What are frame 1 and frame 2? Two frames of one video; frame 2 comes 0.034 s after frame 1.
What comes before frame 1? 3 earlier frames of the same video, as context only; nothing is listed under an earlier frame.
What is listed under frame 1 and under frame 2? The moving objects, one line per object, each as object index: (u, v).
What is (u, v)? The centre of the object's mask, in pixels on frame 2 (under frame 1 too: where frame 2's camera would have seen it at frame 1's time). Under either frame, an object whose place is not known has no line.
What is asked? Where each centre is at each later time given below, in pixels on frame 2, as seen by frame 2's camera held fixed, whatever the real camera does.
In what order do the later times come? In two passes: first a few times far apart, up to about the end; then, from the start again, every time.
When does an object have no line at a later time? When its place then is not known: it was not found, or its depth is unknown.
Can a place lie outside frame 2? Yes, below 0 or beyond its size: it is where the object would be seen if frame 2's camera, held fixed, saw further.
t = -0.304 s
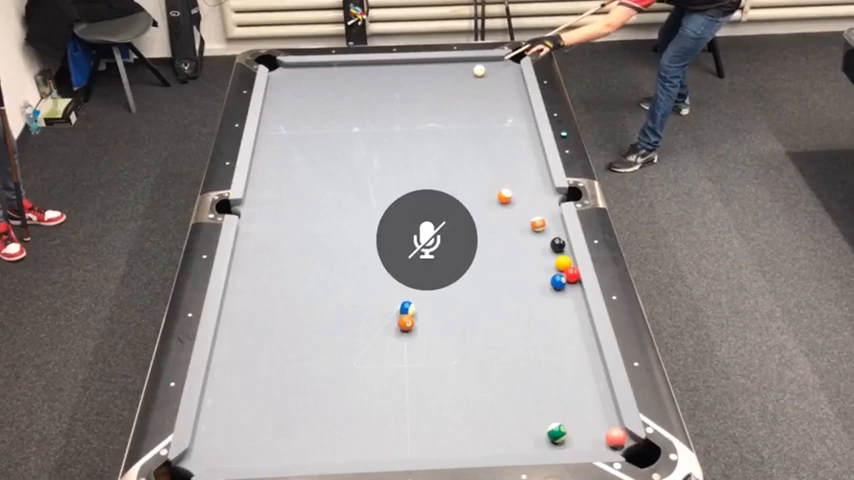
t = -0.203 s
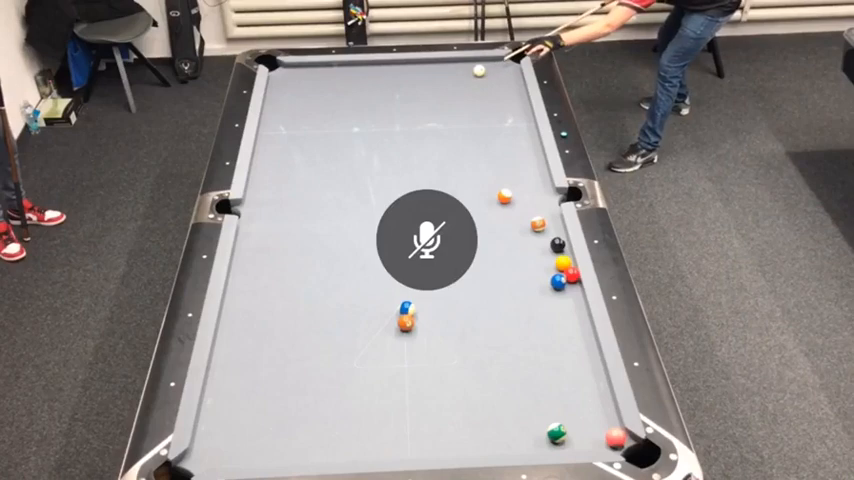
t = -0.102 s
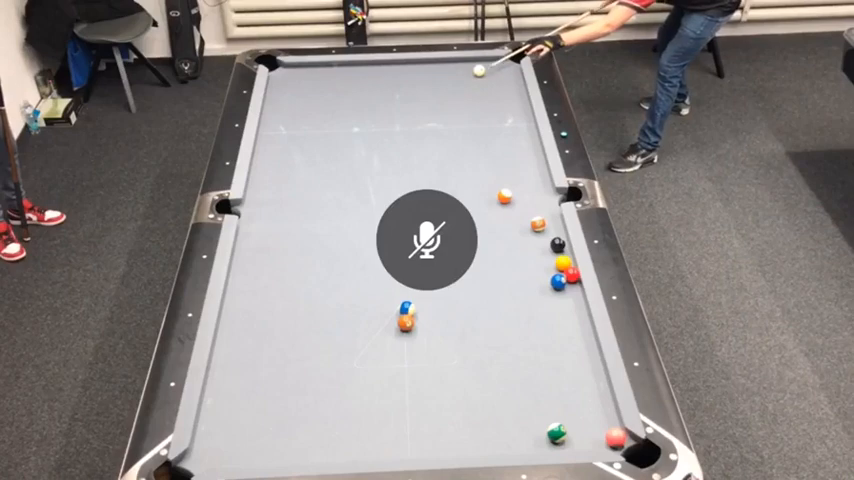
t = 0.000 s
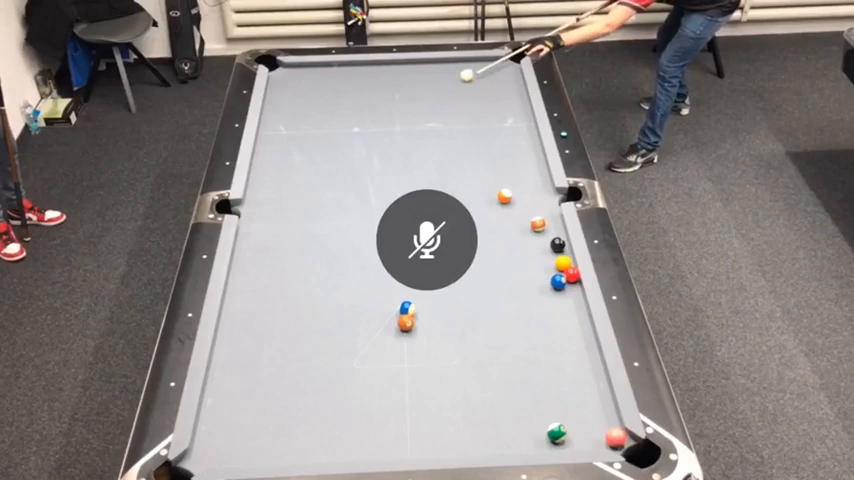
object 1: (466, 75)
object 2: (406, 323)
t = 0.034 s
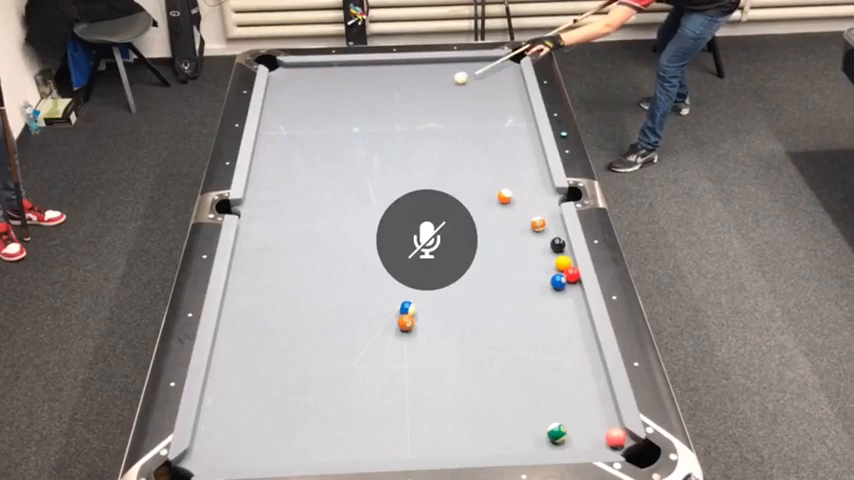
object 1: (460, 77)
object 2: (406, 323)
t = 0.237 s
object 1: (426, 92)
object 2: (406, 323)
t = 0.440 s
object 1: (393, 106)
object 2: (406, 323)
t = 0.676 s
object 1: (352, 123)
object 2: (406, 323)
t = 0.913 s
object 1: (310, 141)
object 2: (406, 323)
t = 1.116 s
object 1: (272, 156)
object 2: (406, 323)
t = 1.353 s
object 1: (270, 175)
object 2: (406, 323)
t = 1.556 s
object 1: (287, 190)
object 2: (406, 323)
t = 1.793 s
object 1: (308, 209)
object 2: (406, 323)
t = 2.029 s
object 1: (333, 230)
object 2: (406, 322)
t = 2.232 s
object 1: (352, 247)
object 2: (406, 323)
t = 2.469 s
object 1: (374, 267)
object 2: (406, 322)
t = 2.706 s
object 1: (396, 289)
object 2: (406, 322)
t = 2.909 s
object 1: (419, 300)
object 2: (405, 325)
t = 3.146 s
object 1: (448, 306)
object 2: (405, 335)
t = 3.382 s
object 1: (475, 312)
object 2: (405, 343)
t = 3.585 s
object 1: (498, 317)
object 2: (405, 350)
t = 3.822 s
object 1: (524, 323)
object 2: (405, 358)
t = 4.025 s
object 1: (546, 328)
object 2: (404, 364)
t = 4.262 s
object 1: (575, 334)
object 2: (403, 372)
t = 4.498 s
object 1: (582, 337)
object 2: (402, 376)
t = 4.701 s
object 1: (572, 339)
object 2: (401, 381)
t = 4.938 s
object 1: (562, 340)
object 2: (400, 385)
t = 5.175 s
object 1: (553, 342)
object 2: (399, 388)
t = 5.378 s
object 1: (546, 344)
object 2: (399, 389)
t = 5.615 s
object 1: (539, 345)
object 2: (399, 391)
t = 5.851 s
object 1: (533, 346)
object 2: (399, 392)
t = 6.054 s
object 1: (529, 347)
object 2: (399, 392)
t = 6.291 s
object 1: (524, 347)
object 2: (399, 392)
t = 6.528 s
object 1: (521, 348)
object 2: (399, 392)
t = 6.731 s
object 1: (519, 348)
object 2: (399, 392)
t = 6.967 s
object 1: (518, 348)
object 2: (399, 392)
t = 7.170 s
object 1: (518, 348)
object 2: (399, 392)
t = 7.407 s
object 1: (518, 348)
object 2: (399, 392)
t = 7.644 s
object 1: (518, 349)
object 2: (399, 392)
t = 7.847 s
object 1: (518, 348)
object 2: (399, 392)
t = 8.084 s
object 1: (518, 349)
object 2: (399, 392)
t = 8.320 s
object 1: (518, 349)
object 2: (399, 392)
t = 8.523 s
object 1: (518, 349)
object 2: (399, 392)
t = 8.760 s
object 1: (518, 349)
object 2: (399, 392)
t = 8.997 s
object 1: (518, 349)
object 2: (399, 392)
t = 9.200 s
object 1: (518, 348)
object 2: (399, 392)
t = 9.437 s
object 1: (518, 348)
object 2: (399, 392)
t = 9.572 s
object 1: (518, 348)
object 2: (399, 393)
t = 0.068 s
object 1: (454, 80)
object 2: (406, 323)
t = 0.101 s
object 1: (448, 82)
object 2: (406, 323)
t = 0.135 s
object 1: (443, 85)
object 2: (406, 323)
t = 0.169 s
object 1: (437, 87)
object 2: (406, 323)
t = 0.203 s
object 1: (432, 90)
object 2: (406, 323)
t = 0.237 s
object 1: (426, 92)
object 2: (406, 323)
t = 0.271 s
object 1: (421, 94)
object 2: (406, 323)
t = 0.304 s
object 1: (415, 97)
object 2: (406, 323)
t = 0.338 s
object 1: (410, 99)
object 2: (406, 323)
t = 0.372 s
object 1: (404, 101)
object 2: (406, 323)
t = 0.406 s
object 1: (398, 104)
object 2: (406, 323)
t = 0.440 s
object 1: (393, 106)
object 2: (406, 323)
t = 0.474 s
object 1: (387, 109)
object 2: (406, 323)
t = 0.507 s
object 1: (381, 111)
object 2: (406, 323)
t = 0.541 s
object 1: (375, 113)
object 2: (406, 323)
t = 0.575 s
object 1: (370, 116)
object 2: (406, 323)
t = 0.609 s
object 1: (364, 118)
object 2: (406, 323)
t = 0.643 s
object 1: (358, 121)
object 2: (406, 323)
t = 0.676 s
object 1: (352, 123)
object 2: (406, 323)
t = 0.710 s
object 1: (346, 126)
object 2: (406, 323)
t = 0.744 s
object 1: (340, 128)
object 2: (406, 323)
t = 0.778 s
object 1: (334, 131)
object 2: (406, 323)
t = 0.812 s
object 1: (328, 133)
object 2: (406, 323)
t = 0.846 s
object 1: (322, 136)
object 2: (406, 323)
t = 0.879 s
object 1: (316, 138)
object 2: (406, 323)
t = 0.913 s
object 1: (310, 141)
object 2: (406, 323)
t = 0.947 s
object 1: (304, 143)
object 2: (406, 323)
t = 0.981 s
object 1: (297, 146)
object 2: (406, 323)
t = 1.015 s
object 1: (291, 149)
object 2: (406, 323)
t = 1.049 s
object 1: (284, 151)
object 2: (406, 323)
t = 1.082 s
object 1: (279, 154)
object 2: (406, 323)
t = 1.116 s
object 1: (272, 156)
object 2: (406, 323)
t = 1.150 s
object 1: (266, 159)
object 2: (406, 323)
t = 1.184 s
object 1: (260, 162)
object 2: (406, 323)
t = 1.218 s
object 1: (257, 165)
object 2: (406, 323)
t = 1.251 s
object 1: (261, 167)
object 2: (406, 323)
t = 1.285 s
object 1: (265, 170)
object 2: (406, 323)
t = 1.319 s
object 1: (267, 172)
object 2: (406, 323)
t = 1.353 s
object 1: (270, 175)
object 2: (406, 323)
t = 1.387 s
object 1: (273, 177)
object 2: (406, 323)
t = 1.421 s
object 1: (276, 180)
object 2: (406, 323)
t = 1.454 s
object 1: (279, 182)
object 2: (406, 323)
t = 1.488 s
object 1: (282, 185)
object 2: (406, 323)
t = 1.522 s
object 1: (284, 187)
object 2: (406, 323)
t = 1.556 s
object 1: (287, 190)
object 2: (406, 323)
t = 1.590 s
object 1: (290, 193)
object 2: (406, 323)
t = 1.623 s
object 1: (293, 195)
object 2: (406, 323)
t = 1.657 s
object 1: (296, 198)
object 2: (406, 323)
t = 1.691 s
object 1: (299, 200)
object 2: (406, 323)
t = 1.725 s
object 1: (302, 203)
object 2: (406, 323)
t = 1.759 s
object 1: (305, 206)
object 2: (406, 323)
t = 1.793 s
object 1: (308, 209)
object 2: (406, 323)
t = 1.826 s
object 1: (311, 211)
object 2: (406, 323)
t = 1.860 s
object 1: (314, 214)
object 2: (406, 323)
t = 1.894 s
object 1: (317, 216)
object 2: (406, 323)
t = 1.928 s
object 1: (320, 219)
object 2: (406, 323)
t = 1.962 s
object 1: (323, 222)
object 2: (406, 323)
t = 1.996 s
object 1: (330, 228)
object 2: (406, 322)
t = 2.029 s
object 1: (333, 230)
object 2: (406, 322)
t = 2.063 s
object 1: (336, 233)
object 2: (406, 323)
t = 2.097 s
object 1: (339, 236)
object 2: (406, 322)
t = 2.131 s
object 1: (342, 239)
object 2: (406, 323)
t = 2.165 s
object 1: (345, 242)
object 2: (406, 323)
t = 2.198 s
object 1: (348, 244)
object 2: (406, 323)
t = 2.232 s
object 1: (352, 247)
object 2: (406, 323)
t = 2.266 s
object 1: (354, 250)
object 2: (406, 323)
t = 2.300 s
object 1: (358, 253)
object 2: (406, 323)
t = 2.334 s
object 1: (361, 256)
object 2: (406, 323)
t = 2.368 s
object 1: (364, 259)
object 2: (406, 323)
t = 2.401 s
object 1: (367, 261)
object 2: (406, 323)
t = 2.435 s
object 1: (370, 265)
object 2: (406, 323)
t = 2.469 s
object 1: (374, 267)
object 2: (406, 322)
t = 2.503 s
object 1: (377, 270)
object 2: (406, 322)
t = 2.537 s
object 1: (380, 274)
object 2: (406, 322)
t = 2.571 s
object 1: (383, 277)
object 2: (406, 322)
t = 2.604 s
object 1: (386, 281)
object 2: (406, 322)
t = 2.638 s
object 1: (390, 283)
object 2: (406, 322)
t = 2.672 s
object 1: (393, 286)
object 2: (406, 322)
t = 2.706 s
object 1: (396, 289)
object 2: (406, 322)
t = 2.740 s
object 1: (400, 291)
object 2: (406, 322)
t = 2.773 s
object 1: (403, 294)
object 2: (406, 322)
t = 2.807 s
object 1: (408, 295)
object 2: (406, 322)
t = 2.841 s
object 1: (411, 297)
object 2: (406, 323)
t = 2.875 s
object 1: (416, 299)
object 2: (405, 323)
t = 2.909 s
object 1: (419, 300)
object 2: (405, 325)
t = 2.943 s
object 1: (423, 301)
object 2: (406, 326)
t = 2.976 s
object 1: (427, 302)
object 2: (405, 327)
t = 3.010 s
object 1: (432, 303)
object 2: (406, 329)
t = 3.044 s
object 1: (436, 304)
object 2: (406, 330)
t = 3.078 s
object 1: (440, 305)
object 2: (405, 331)
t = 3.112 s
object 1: (444, 306)
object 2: (405, 333)
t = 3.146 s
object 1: (448, 306)
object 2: (405, 335)
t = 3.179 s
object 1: (451, 307)
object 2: (405, 336)
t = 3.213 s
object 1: (455, 308)
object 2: (405, 337)
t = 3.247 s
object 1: (459, 309)
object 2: (405, 339)
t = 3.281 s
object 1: (463, 309)
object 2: (405, 340)
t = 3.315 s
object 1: (467, 310)
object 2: (405, 341)
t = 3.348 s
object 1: (471, 311)
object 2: (405, 342)
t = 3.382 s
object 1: (475, 312)
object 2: (405, 343)
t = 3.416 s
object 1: (479, 313)
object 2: (405, 344)
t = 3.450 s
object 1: (483, 314)
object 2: (405, 346)
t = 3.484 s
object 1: (486, 314)
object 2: (405, 347)
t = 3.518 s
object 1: (490, 315)
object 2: (405, 348)
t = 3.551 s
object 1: (494, 316)
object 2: (405, 349)
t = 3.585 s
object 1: (498, 317)
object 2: (405, 350)
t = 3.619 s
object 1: (501, 318)
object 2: (404, 352)
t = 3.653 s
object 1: (505, 319)
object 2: (405, 353)
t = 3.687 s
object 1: (509, 319)
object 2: (404, 354)
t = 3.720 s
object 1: (513, 320)
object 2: (404, 355)
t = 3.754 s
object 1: (517, 321)
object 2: (404, 356)
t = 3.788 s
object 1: (520, 322)
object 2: (405, 357)
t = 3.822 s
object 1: (524, 323)
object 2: (405, 358)
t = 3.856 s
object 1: (528, 324)
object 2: (405, 359)
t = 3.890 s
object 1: (532, 324)
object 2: (404, 360)
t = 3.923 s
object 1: (536, 325)
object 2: (404, 361)
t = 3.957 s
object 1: (539, 326)
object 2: (404, 362)
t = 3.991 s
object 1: (542, 327)
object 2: (404, 363)
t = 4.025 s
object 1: (546, 328)
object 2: (404, 364)
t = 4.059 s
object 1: (550, 328)
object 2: (404, 365)
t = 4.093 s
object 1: (554, 329)
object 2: (404, 366)
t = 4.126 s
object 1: (558, 330)
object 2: (403, 366)
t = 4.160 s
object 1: (561, 330)
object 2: (403, 368)
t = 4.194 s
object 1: (564, 331)
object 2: (403, 368)
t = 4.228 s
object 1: (572, 333)
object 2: (403, 370)
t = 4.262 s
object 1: (575, 334)
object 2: (403, 372)
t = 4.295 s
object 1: (579, 335)
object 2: (403, 372)
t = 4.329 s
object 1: (582, 335)
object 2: (403, 373)
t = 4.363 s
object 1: (586, 336)
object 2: (403, 374)
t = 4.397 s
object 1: (588, 336)
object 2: (403, 375)
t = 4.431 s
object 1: (585, 337)
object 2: (402, 375)
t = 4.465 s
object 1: (584, 337)
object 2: (402, 376)
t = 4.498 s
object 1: (582, 337)
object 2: (402, 376)
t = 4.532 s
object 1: (580, 338)
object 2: (402, 378)
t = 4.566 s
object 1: (579, 338)
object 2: (402, 378)
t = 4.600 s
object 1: (577, 338)
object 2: (402, 379)
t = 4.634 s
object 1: (575, 338)
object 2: (401, 380)
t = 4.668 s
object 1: (574, 338)
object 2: (401, 380)
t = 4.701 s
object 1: (572, 339)
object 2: (401, 381)
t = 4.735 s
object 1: (571, 339)
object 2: (401, 382)
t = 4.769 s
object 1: (569, 339)
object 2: (400, 383)
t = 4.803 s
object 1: (568, 340)
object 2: (400, 383)
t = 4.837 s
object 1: (566, 340)
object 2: (400, 384)
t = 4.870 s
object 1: (565, 340)
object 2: (400, 384)
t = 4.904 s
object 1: (563, 340)
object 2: (400, 384)
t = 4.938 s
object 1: (562, 340)
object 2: (400, 385)
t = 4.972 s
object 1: (561, 341)
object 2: (400, 385)
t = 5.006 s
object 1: (559, 341)
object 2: (400, 386)
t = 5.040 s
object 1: (558, 341)
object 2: (400, 386)
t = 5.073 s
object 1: (557, 341)
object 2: (400, 387)
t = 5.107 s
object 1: (556, 342)
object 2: (400, 387)
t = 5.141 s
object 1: (554, 342)
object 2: (399, 387)
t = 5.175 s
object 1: (553, 342)
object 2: (399, 388)
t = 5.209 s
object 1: (552, 342)
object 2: (399, 388)
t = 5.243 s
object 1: (550, 342)
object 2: (399, 388)
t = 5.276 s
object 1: (549, 343)
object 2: (399, 389)
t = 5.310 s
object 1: (548, 343)
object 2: (399, 389)
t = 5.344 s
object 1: (547, 343)
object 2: (399, 389)
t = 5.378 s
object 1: (546, 344)
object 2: (399, 389)
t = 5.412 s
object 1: (545, 344)
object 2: (399, 390)
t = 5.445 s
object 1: (544, 344)
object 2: (399, 390)
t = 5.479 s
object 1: (543, 344)
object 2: (399, 390)
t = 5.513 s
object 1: (542, 344)
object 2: (399, 390)
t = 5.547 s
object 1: (541, 344)
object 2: (399, 391)
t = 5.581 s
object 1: (540, 344)
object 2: (399, 391)
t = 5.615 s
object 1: (539, 345)
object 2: (399, 391)
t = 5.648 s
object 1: (538, 345)
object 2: (399, 392)
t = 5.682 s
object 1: (537, 345)
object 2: (399, 392)
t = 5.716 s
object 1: (536, 345)
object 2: (399, 392)
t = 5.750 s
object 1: (535, 345)
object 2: (399, 392)
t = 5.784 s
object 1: (534, 346)
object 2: (399, 392)
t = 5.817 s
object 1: (534, 346)
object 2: (399, 392)
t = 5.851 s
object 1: (533, 346)
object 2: (399, 392)
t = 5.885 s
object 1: (532, 346)
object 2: (399, 392)
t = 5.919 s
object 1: (531, 346)
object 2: (399, 392)
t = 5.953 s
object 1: (530, 346)
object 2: (399, 392)
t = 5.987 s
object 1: (530, 347)
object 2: (399, 392)
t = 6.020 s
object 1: (529, 347)
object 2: (399, 392)
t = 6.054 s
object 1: (529, 347)
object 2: (399, 392)
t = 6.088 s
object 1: (528, 347)
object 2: (399, 392)
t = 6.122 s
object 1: (527, 347)
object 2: (399, 392)
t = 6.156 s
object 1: (527, 347)
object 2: (399, 392)
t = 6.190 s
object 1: (526, 347)
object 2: (399, 392)
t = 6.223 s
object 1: (525, 347)
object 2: (399, 392)
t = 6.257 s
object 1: (525, 347)
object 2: (399, 392)
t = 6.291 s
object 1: (524, 347)
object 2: (399, 392)
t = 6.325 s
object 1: (524, 347)
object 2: (399, 392)
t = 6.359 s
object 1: (523, 347)
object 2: (399, 392)
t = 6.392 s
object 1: (523, 347)
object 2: (399, 392)
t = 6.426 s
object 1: (522, 348)
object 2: (399, 392)
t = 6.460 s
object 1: (521, 348)
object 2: (399, 392)
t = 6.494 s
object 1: (521, 348)
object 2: (399, 392)
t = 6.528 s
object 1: (521, 348)
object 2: (399, 392)
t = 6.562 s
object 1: (520, 348)
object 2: (399, 392)
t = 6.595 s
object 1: (520, 348)
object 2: (399, 392)
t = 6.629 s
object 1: (519, 348)
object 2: (399, 392)
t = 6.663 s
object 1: (519, 348)
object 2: (399, 392)
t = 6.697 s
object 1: (519, 348)
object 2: (399, 392)
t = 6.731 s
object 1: (519, 348)
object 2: (399, 392)
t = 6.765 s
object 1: (519, 348)
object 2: (399, 392)
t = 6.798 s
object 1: (518, 348)
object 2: (399, 392)
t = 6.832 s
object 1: (518, 348)
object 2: (399, 392)
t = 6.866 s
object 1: (518, 348)
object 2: (399, 392)
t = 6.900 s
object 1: (518, 348)
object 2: (399, 392)
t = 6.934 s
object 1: (518, 349)
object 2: (399, 392)
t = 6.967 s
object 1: (518, 348)
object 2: (399, 392)
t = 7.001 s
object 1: (518, 349)
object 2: (399, 392)
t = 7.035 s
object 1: (518, 349)
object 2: (399, 392)
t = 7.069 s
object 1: (518, 349)
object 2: (399, 392)
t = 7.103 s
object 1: (518, 348)
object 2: (399, 392)
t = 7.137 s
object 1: (518, 348)
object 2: (399, 392)
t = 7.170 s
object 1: (518, 348)
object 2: (399, 392)
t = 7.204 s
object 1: (518, 348)
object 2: (399, 392)
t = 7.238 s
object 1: (518, 348)
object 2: (399, 392)
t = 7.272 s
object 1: (518, 348)
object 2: (399, 392)
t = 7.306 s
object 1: (518, 348)
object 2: (399, 392)
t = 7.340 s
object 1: (518, 348)
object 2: (399, 392)
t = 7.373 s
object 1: (518, 349)
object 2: (399, 392)
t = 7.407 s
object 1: (518, 348)
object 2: (399, 392)
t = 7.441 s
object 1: (518, 348)
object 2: (399, 392)
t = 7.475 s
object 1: (518, 349)
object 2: (399, 392)
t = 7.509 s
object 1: (518, 349)
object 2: (399, 392)
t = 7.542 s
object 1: (518, 349)
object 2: (399, 392)
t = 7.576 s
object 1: (518, 349)
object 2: (399, 392)
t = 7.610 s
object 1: (518, 349)
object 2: (399, 392)
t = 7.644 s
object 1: (518, 349)
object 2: (399, 392)
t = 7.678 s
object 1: (518, 349)
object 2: (399, 392)
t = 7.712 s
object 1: (518, 349)
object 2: (399, 392)
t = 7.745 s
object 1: (518, 349)
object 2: (399, 392)
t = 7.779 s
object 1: (518, 348)
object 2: (399, 392)
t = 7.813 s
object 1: (518, 349)
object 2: (399, 392)
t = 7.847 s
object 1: (518, 348)
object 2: (399, 392)
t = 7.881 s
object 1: (518, 348)
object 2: (399, 392)
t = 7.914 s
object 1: (518, 348)
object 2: (399, 392)
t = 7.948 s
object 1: (518, 348)
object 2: (399, 392)
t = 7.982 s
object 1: (518, 348)
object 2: (399, 392)
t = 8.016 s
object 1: (518, 348)
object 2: (399, 392)
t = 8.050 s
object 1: (518, 349)
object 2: (399, 392)
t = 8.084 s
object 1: (518, 349)
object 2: (399, 392)
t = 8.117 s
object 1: (518, 349)
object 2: (399, 392)
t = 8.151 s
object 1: (518, 349)
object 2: (399, 392)
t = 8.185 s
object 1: (518, 349)
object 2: (399, 392)
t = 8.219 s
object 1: (518, 349)
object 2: (399, 392)
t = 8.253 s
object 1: (518, 349)
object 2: (399, 392)
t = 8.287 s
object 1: (518, 349)
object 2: (399, 392)
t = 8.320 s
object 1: (518, 349)
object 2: (399, 392)
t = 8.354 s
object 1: (518, 349)
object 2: (399, 392)
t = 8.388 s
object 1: (518, 349)
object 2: (399, 392)
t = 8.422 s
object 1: (518, 349)
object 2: (399, 392)
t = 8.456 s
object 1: (518, 349)
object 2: (399, 392)
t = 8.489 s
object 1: (518, 349)
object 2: (399, 392)
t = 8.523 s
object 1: (518, 349)
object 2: (399, 392)
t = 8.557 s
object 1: (518, 349)
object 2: (399, 392)
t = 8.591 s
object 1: (518, 349)
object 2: (399, 392)
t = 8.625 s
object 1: (518, 349)
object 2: (399, 392)
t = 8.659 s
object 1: (518, 349)
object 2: (399, 392)
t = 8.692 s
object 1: (518, 349)
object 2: (399, 392)
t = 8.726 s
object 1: (518, 349)
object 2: (399, 392)
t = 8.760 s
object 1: (518, 349)
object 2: (399, 392)
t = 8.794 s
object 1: (518, 349)
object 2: (399, 392)
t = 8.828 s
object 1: (518, 349)
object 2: (399, 392)
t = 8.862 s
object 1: (518, 349)
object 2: (399, 392)
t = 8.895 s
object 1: (518, 349)
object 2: (399, 392)
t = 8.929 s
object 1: (518, 349)
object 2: (399, 392)
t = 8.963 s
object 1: (518, 349)
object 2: (399, 392)
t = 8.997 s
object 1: (518, 349)
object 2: (399, 392)
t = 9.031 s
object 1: (518, 348)
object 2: (399, 392)
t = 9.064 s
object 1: (518, 348)
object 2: (399, 392)
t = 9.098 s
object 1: (518, 348)
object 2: (399, 392)
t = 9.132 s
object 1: (518, 349)
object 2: (399, 392)
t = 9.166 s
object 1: (518, 348)
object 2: (399, 392)
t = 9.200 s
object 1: (518, 348)
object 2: (399, 392)
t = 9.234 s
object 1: (518, 348)
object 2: (399, 392)
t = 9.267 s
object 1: (518, 348)
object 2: (399, 392)
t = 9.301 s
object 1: (518, 348)
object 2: (399, 392)
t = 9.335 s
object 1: (518, 348)
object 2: (399, 392)
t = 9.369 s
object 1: (518, 348)
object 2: (399, 392)
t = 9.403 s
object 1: (518, 348)
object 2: (399, 392)
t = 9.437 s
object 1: (518, 348)
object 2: (399, 392)
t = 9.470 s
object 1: (518, 348)
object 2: (399, 393)
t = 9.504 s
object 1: (518, 348)
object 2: (399, 392)
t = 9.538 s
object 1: (518, 348)
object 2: (399, 392)
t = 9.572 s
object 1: (518, 348)
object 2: (399, 393)
